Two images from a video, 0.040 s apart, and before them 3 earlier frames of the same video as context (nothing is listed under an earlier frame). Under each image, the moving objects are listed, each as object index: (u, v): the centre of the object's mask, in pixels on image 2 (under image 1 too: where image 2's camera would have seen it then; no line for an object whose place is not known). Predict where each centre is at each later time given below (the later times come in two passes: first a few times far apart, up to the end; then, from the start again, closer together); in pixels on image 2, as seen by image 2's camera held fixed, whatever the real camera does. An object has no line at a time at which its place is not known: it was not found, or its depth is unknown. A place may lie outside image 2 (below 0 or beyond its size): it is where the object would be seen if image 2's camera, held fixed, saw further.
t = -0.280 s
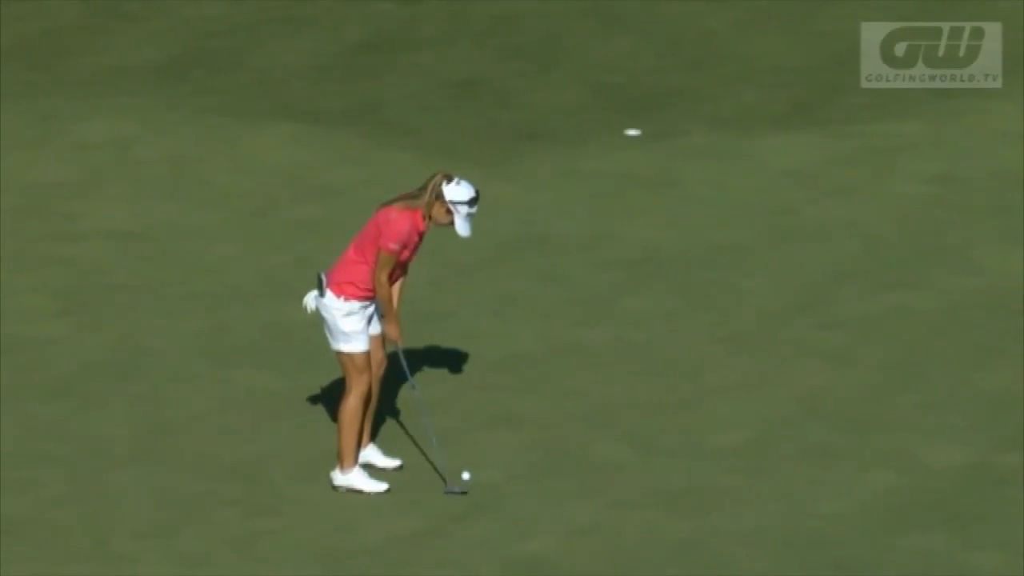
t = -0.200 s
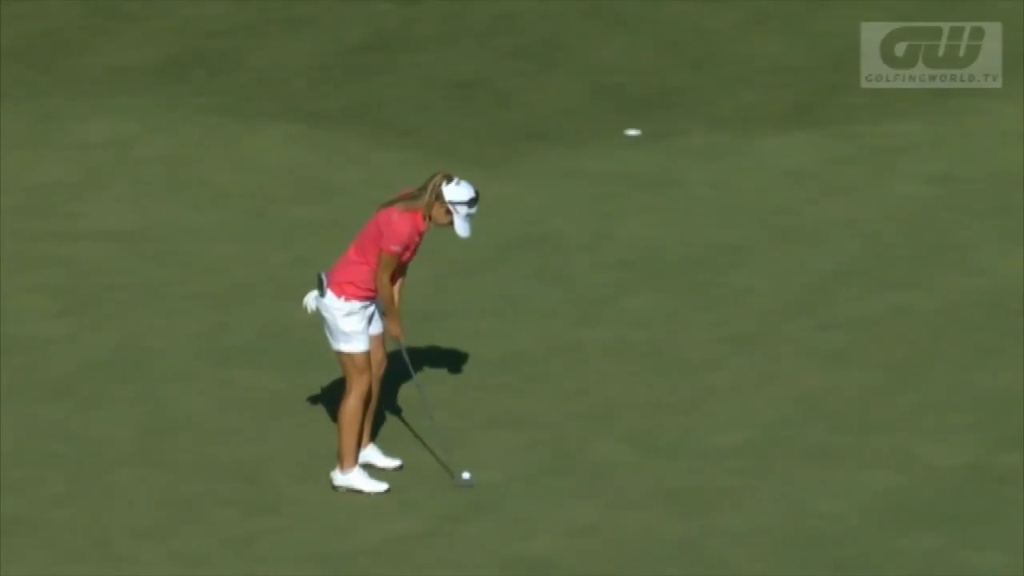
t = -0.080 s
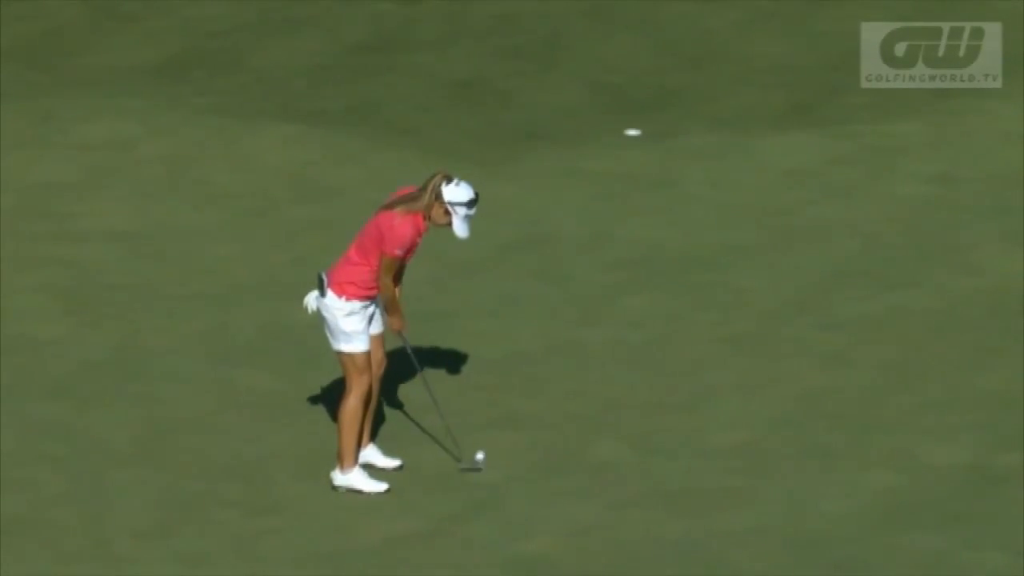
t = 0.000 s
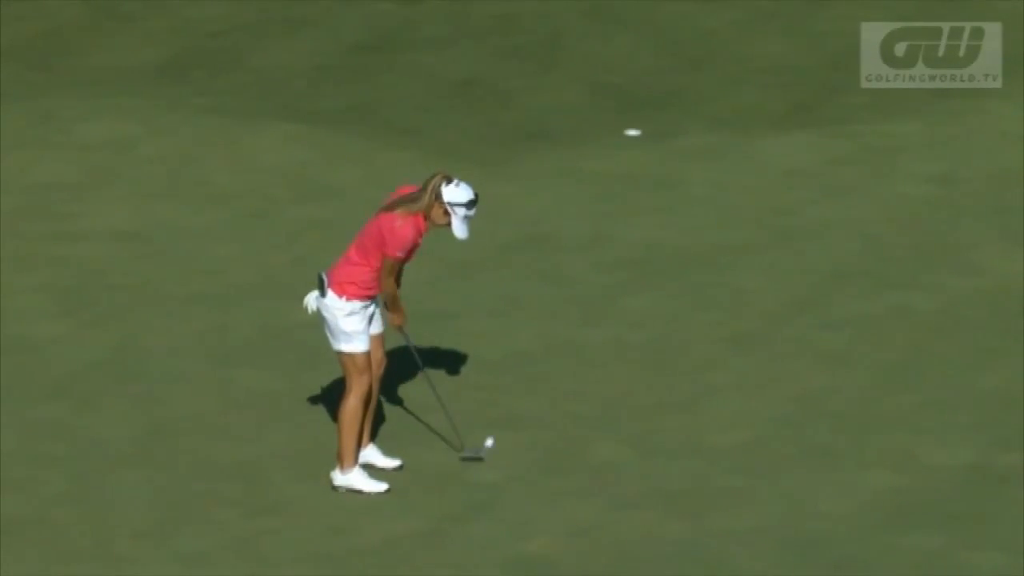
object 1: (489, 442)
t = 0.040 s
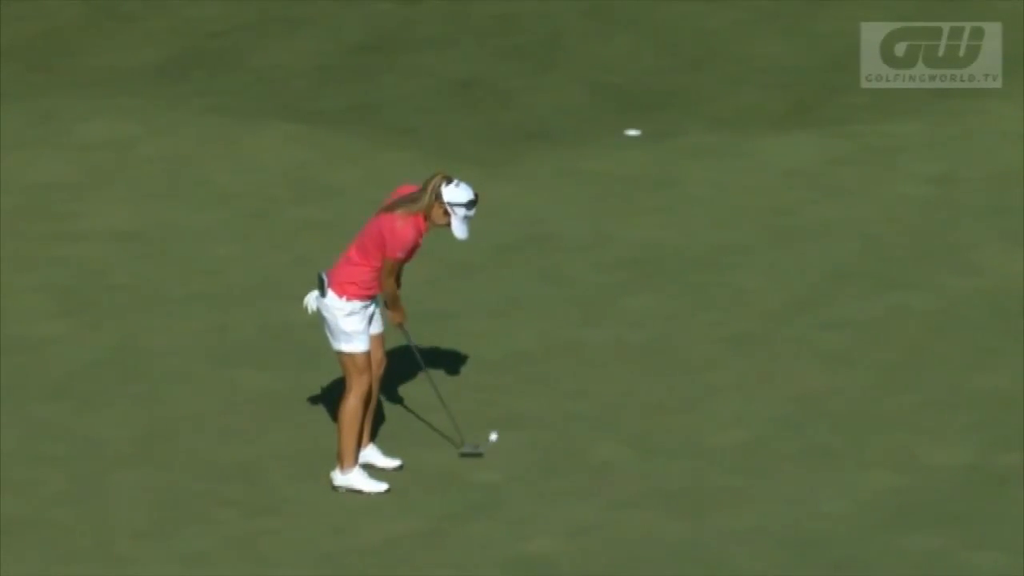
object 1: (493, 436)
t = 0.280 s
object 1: (515, 404)
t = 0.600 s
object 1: (541, 364)
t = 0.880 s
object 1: (559, 334)
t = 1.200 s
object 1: (577, 302)
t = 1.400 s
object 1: (585, 284)
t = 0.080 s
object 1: (497, 430)
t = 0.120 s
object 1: (501, 425)
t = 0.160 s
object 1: (504, 420)
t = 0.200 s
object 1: (508, 414)
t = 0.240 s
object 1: (512, 409)
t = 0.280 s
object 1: (515, 404)
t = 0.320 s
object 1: (519, 398)
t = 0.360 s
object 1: (522, 394)
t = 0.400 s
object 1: (526, 388)
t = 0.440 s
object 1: (529, 384)
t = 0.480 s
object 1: (532, 379)
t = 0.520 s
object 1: (535, 374)
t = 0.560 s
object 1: (538, 369)
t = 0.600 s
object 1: (541, 364)
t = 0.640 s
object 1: (543, 360)
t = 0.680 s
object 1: (546, 355)
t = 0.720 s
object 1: (549, 351)
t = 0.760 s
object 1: (552, 347)
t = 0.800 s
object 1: (554, 342)
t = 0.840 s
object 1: (557, 338)
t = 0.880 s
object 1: (559, 334)
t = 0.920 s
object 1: (561, 329)
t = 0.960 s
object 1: (564, 325)
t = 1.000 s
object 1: (566, 321)
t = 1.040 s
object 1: (568, 317)
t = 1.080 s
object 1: (570, 313)
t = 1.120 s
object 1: (572, 310)
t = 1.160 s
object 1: (574, 306)
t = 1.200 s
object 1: (577, 302)
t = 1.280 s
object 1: (580, 295)
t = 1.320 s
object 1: (582, 291)
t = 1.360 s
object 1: (584, 287)
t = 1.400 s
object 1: (585, 284)
